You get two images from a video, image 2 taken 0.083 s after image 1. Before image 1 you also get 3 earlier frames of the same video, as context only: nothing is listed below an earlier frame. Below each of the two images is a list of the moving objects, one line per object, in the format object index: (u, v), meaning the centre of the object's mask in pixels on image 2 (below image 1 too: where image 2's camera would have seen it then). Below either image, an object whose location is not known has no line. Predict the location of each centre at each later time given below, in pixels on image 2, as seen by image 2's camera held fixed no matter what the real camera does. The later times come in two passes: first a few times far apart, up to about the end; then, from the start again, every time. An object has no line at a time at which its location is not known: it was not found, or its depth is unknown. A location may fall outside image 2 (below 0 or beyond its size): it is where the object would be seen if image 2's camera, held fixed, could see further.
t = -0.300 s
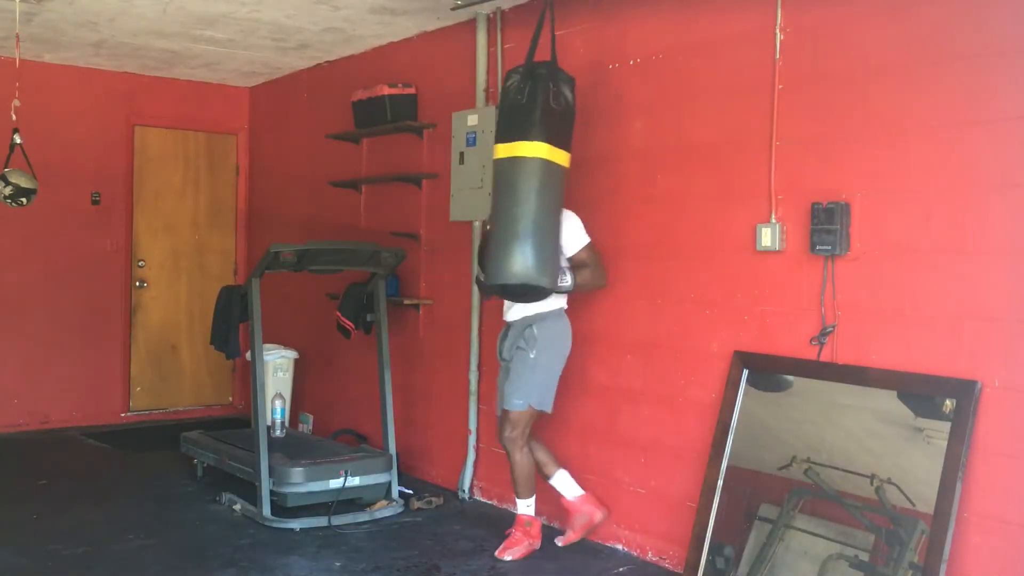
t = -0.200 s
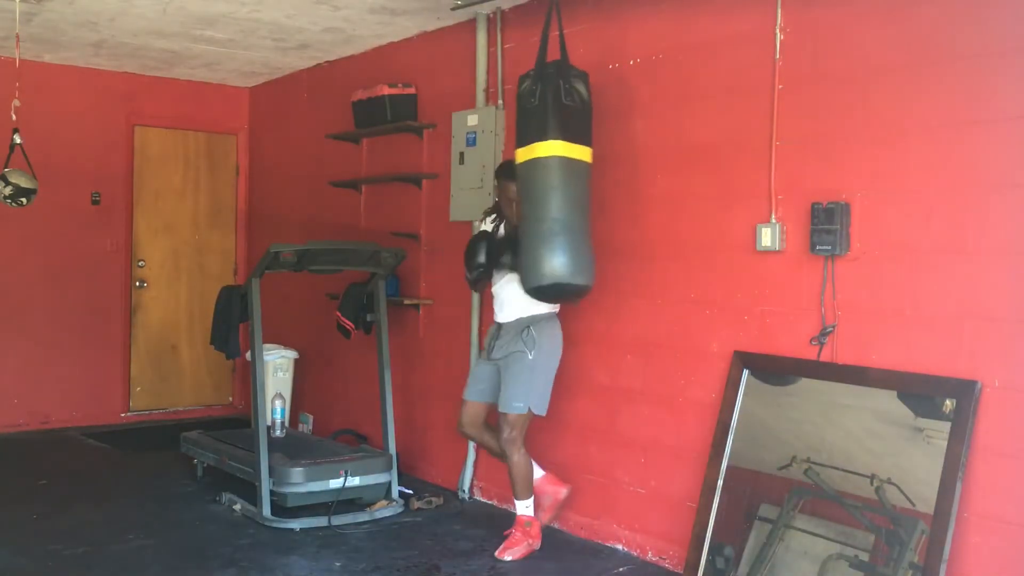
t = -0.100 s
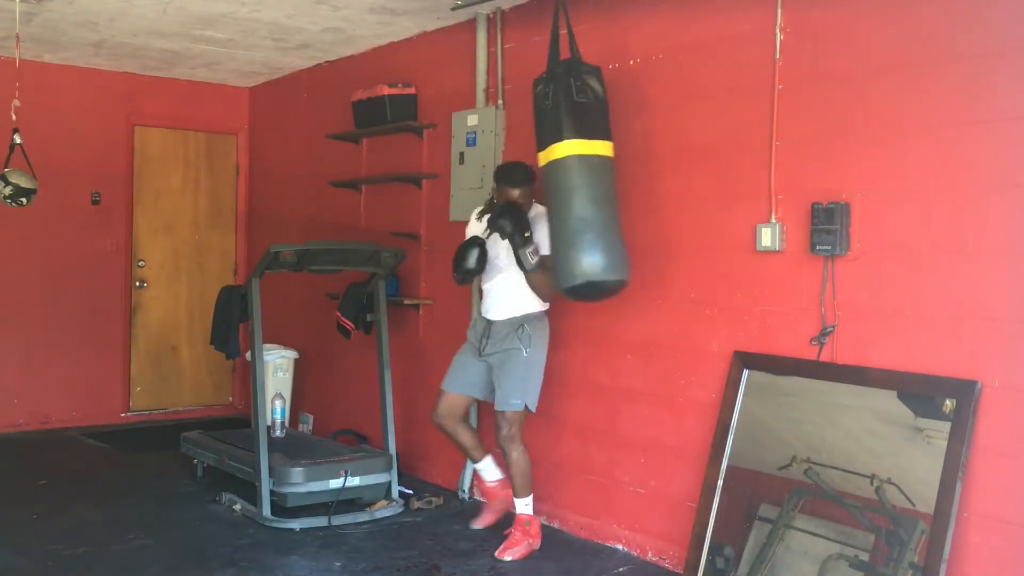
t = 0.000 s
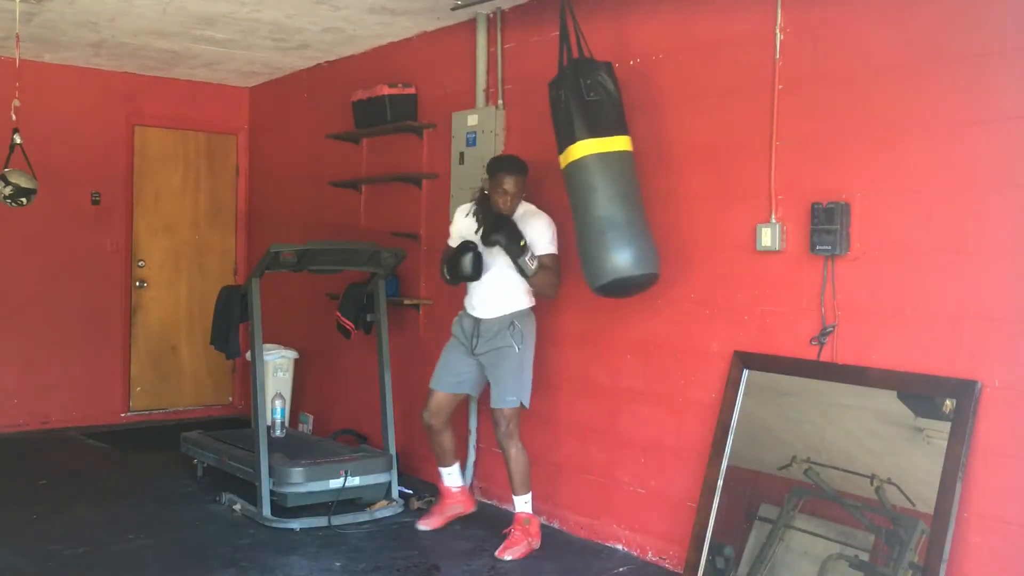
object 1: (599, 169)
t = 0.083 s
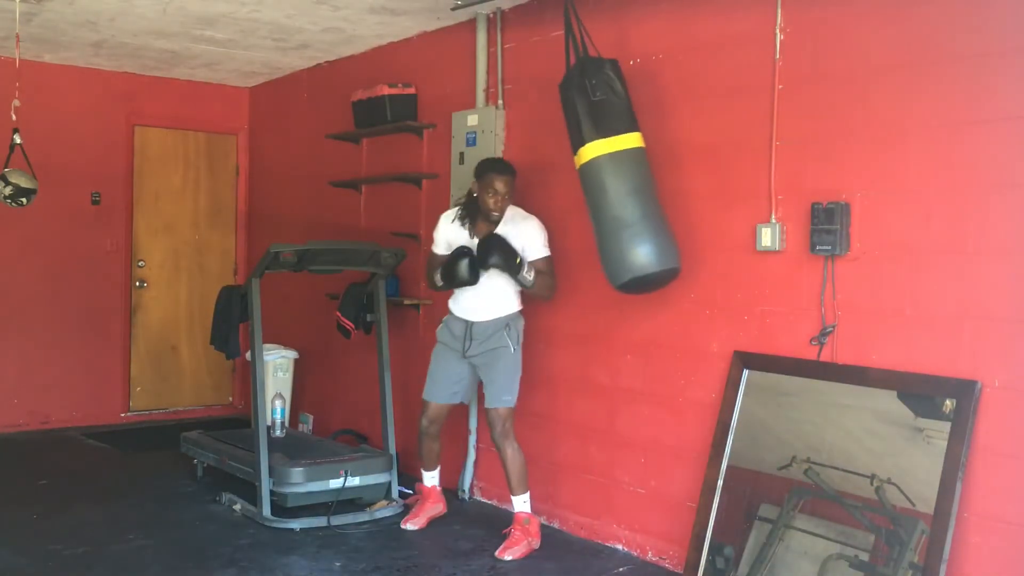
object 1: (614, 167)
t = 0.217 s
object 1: (630, 167)
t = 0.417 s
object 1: (630, 166)
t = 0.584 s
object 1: (613, 170)
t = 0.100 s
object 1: (617, 167)
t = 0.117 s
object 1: (619, 167)
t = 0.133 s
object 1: (621, 167)
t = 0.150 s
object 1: (623, 167)
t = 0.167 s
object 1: (626, 167)
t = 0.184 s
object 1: (627, 167)
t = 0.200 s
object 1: (629, 167)
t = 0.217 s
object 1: (630, 167)
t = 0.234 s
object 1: (631, 167)
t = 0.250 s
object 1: (632, 167)
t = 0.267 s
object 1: (632, 167)
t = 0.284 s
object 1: (632, 166)
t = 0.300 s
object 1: (633, 166)
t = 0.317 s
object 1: (633, 166)
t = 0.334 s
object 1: (633, 166)
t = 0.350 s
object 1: (633, 166)
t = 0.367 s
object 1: (632, 166)
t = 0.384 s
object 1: (632, 166)
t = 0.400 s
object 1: (631, 166)
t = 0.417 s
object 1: (630, 166)
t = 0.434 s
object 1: (629, 167)
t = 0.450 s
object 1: (627, 167)
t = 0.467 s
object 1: (626, 167)
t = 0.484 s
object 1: (625, 167)
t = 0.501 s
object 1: (623, 167)
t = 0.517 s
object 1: (621, 168)
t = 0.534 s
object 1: (619, 168)
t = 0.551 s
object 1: (617, 169)
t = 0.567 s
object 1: (615, 169)
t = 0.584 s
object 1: (613, 170)
